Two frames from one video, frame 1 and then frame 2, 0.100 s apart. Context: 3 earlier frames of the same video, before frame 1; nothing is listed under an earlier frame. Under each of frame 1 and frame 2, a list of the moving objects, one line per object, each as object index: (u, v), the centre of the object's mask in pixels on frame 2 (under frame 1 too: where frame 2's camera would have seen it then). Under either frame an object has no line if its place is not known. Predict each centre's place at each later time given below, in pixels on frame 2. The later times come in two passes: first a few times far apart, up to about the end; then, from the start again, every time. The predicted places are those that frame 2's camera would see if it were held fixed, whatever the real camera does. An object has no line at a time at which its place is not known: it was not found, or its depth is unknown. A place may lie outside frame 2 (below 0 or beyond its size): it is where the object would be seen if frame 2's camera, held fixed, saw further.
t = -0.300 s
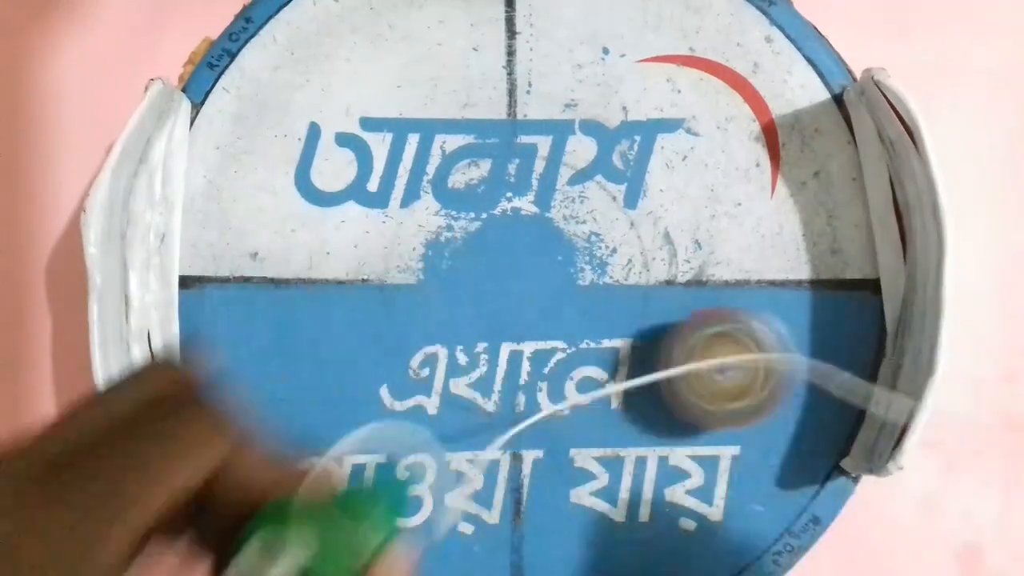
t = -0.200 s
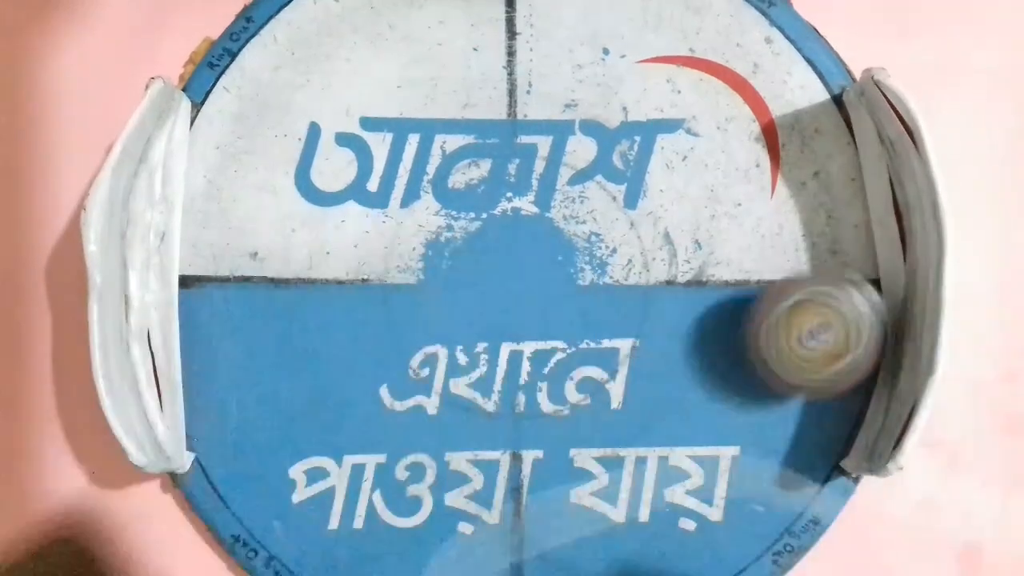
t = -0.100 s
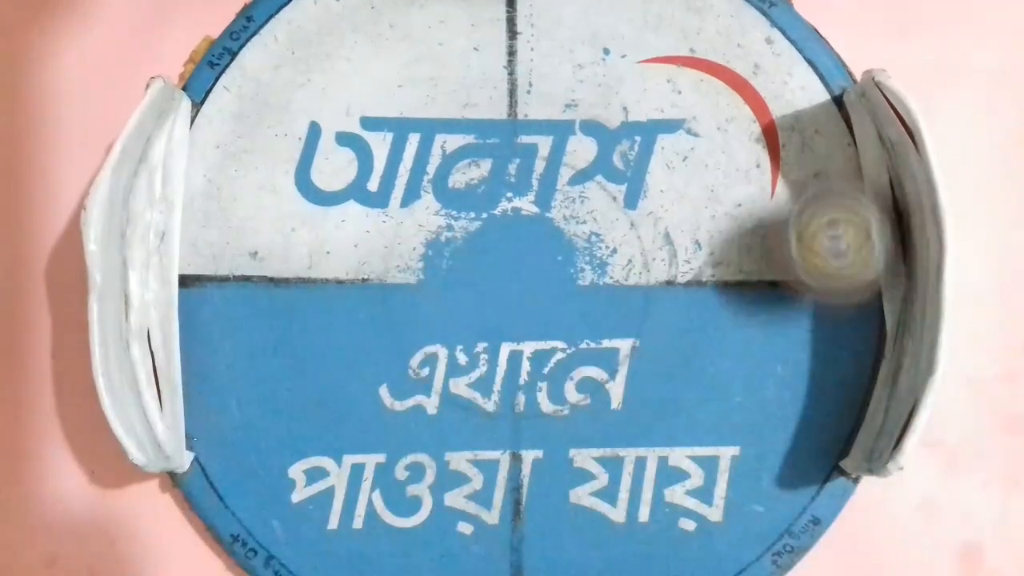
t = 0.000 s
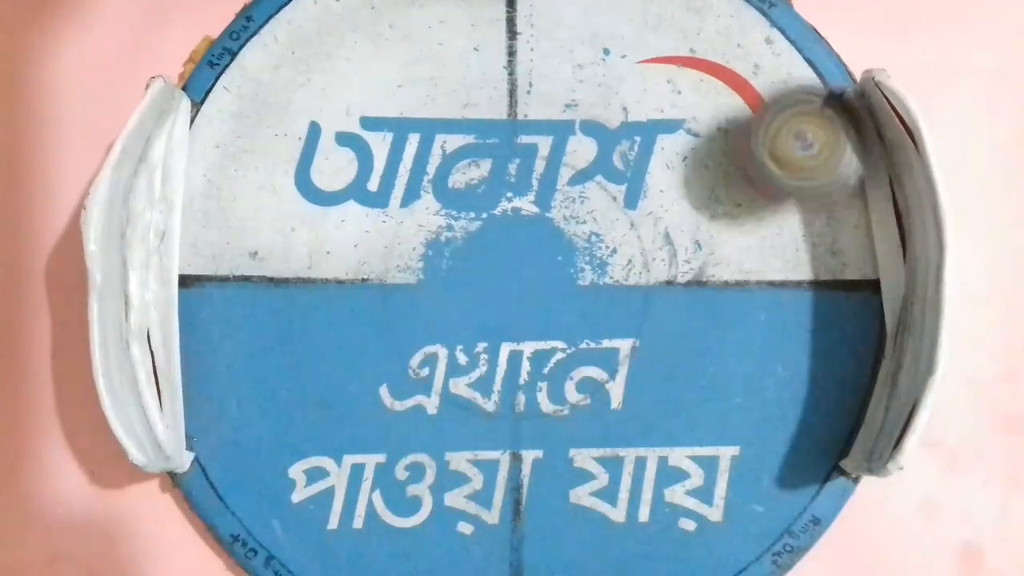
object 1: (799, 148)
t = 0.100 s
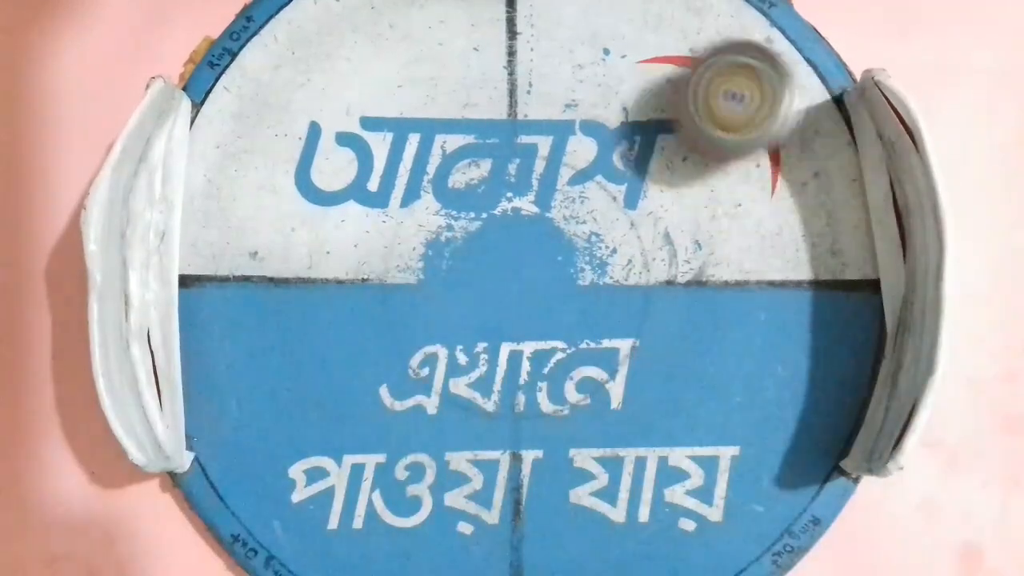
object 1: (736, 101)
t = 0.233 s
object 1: (628, 112)
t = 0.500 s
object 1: (399, 346)
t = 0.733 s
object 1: (557, 542)
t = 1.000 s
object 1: (718, 433)
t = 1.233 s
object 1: (685, 276)
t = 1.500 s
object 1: (401, 197)
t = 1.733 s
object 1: (303, 408)
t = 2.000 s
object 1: (418, 510)
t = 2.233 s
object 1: (540, 462)
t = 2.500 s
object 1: (566, 227)
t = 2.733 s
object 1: (387, 174)
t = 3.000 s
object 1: (330, 292)
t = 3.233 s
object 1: (419, 356)
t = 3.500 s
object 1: (537, 321)
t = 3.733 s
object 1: (563, 210)
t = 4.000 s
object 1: (478, 179)
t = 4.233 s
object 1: (455, 262)
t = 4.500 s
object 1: (532, 315)
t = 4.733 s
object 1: (593, 274)
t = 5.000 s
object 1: (543, 221)
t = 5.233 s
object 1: (497, 275)
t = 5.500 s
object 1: (519, 338)
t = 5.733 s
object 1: (561, 326)
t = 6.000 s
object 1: (538, 281)
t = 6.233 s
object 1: (483, 297)
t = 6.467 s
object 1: (477, 329)
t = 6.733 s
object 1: (501, 323)
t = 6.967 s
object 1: (494, 293)
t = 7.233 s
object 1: (470, 276)
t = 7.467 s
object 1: (467, 280)
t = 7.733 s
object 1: (483, 273)
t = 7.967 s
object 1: (493, 250)
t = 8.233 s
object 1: (494, 245)
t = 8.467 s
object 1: (509, 249)
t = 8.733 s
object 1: (527, 246)
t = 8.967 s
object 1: (529, 250)
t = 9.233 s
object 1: (540, 269)
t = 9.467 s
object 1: (546, 276)
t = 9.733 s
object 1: (541, 286)
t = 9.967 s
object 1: (529, 300)
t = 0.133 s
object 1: (709, 98)
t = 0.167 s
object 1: (682, 97)
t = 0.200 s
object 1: (655, 102)
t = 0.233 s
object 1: (628, 112)
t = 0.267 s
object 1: (597, 120)
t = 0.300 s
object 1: (557, 134)
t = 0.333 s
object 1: (516, 155)
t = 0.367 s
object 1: (479, 183)
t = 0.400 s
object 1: (451, 213)
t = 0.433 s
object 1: (425, 256)
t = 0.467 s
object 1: (405, 303)
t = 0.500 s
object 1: (399, 346)
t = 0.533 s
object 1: (399, 392)
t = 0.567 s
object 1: (412, 436)
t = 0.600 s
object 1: (433, 480)
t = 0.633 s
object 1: (466, 518)
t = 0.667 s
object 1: (495, 533)
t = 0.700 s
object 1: (522, 541)
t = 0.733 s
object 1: (557, 542)
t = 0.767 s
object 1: (587, 540)
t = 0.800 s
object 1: (622, 534)
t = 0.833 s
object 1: (646, 525)
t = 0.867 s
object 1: (670, 516)
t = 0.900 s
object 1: (689, 493)
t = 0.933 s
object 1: (701, 475)
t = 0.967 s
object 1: (711, 454)
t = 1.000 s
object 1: (718, 433)
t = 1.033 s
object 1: (722, 414)
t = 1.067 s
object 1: (723, 393)
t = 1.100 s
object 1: (722, 375)
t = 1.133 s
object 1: (717, 357)
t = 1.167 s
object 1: (709, 333)
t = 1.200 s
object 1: (700, 306)
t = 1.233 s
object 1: (685, 276)
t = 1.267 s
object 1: (662, 248)
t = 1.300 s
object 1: (631, 222)
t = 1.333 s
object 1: (597, 203)
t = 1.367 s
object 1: (559, 188)
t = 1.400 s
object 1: (512, 181)
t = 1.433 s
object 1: (470, 181)
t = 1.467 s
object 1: (437, 184)
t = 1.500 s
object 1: (401, 197)
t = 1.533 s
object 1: (361, 224)
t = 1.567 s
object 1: (336, 252)
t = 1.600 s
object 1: (314, 285)
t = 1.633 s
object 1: (300, 324)
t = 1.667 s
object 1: (296, 358)
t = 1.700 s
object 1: (297, 389)
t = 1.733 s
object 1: (303, 408)
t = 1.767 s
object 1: (311, 429)
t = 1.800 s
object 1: (322, 449)
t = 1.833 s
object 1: (336, 468)
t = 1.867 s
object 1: (350, 482)
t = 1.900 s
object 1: (370, 494)
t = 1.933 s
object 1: (385, 503)
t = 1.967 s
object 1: (402, 508)
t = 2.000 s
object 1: (418, 510)
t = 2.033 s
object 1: (433, 510)
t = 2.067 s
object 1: (452, 508)
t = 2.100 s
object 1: (470, 505)
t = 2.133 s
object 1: (490, 499)
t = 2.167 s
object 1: (507, 489)
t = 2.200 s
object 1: (524, 476)
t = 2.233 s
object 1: (540, 462)
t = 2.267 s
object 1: (555, 442)
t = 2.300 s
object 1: (571, 417)
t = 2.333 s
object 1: (583, 389)
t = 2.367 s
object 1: (589, 358)
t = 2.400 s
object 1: (594, 324)
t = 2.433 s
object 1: (592, 290)
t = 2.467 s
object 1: (581, 256)
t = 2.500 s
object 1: (566, 227)
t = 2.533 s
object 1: (539, 199)
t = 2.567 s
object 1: (511, 179)
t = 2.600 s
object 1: (480, 168)
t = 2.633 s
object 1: (452, 164)
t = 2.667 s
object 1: (424, 164)
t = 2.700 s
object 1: (403, 167)
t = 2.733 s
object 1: (387, 174)
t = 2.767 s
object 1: (370, 184)
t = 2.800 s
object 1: (358, 195)
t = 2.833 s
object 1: (346, 211)
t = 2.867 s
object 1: (336, 227)
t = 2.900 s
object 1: (331, 242)
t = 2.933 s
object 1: (328, 260)
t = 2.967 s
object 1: (327, 276)
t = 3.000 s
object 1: (330, 292)
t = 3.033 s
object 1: (336, 307)
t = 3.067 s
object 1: (346, 320)
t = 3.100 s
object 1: (358, 330)
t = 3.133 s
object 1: (371, 339)
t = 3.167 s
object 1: (385, 346)
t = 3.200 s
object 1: (401, 352)
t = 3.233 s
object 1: (419, 356)
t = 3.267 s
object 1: (436, 359)
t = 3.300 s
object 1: (454, 359)
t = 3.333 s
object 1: (470, 358)
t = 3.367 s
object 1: (485, 355)
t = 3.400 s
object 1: (502, 350)
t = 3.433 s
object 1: (516, 342)
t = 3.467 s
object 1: (527, 334)
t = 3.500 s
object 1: (537, 321)
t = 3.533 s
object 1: (547, 301)
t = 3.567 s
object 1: (558, 283)
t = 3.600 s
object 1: (565, 264)
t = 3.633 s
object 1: (571, 248)
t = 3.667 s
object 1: (572, 235)
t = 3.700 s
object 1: (568, 222)
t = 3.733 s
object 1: (563, 210)
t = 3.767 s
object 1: (556, 198)
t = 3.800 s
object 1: (548, 187)
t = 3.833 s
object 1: (537, 178)
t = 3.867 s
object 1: (527, 173)
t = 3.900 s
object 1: (513, 170)
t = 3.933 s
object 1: (501, 170)
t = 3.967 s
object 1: (489, 173)
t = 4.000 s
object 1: (478, 179)
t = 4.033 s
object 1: (468, 189)
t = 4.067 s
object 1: (462, 200)
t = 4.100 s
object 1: (452, 213)
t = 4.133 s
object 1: (452, 225)
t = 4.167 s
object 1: (450, 238)
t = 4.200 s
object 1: (453, 250)
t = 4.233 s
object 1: (455, 262)
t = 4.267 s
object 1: (461, 274)
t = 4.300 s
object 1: (467, 284)
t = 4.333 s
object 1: (476, 293)
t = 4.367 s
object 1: (485, 300)
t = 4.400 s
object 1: (496, 306)
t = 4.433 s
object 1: (508, 311)
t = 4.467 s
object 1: (519, 314)
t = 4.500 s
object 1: (532, 315)
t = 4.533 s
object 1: (545, 313)
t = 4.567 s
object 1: (555, 310)
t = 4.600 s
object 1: (565, 305)
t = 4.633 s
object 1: (575, 299)
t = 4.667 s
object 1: (583, 292)
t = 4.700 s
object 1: (589, 284)
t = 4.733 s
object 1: (593, 274)
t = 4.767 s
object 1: (595, 264)
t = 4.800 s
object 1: (594, 254)
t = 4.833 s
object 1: (590, 244)
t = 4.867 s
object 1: (584, 235)
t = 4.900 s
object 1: (575, 228)
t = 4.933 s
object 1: (565, 223)
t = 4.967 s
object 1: (554, 221)
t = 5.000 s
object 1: (543, 221)
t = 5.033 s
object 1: (531, 224)
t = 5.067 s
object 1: (521, 229)
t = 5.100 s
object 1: (513, 236)
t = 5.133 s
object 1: (507, 244)
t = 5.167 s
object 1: (502, 254)
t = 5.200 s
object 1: (499, 264)
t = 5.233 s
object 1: (497, 275)
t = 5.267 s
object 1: (495, 285)
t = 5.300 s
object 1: (494, 295)
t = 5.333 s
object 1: (495, 304)
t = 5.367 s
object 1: (498, 313)
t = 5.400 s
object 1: (502, 321)
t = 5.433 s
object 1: (507, 329)
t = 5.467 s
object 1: (513, 334)
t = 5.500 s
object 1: (519, 338)
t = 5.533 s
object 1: (526, 341)
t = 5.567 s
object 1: (533, 342)
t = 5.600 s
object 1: (540, 341)
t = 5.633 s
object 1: (546, 339)
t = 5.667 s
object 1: (552, 335)
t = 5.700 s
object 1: (558, 331)
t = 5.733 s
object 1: (561, 326)
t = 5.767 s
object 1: (564, 320)
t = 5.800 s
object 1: (565, 314)
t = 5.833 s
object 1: (564, 309)
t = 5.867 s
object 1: (562, 303)
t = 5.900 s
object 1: (558, 295)
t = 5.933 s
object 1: (553, 289)
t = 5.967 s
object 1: (546, 284)
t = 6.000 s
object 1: (538, 281)
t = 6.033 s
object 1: (530, 280)
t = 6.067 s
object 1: (523, 281)
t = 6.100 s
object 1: (514, 284)
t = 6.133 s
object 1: (504, 288)
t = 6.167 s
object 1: (496, 291)
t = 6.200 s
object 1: (489, 293)
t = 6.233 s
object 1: (483, 297)
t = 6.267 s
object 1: (478, 302)
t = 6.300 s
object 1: (475, 307)
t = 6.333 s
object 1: (473, 313)
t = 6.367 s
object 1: (472, 318)
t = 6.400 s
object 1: (472, 323)
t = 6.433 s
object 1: (474, 327)
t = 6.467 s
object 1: (477, 329)
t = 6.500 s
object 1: (480, 331)
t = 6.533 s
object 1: (483, 332)
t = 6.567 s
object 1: (487, 334)
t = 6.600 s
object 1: (491, 333)
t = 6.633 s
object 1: (493, 332)
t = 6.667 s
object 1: (497, 330)
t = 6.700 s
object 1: (499, 327)
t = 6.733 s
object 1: (501, 323)
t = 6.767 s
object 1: (503, 319)
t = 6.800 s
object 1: (504, 315)
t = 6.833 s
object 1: (503, 310)
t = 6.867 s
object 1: (502, 307)
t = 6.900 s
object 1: (501, 302)
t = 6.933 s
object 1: (498, 297)
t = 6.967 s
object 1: (494, 293)
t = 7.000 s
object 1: (492, 290)
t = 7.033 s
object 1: (488, 285)
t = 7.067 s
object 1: (484, 282)
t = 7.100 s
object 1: (480, 280)
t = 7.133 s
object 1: (477, 277)
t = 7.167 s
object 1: (474, 277)
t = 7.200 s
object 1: (472, 277)
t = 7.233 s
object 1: (470, 276)
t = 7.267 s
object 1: (468, 277)
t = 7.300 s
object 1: (468, 278)
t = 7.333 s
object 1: (466, 278)
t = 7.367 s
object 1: (466, 279)
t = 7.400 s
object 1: (467, 279)
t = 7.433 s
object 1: (466, 279)
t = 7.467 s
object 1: (467, 280)
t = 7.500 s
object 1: (468, 280)
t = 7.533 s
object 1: (469, 280)
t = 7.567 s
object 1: (471, 280)
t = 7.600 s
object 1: (473, 279)
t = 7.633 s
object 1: (475, 279)
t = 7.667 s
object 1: (479, 277)
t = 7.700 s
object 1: (480, 275)
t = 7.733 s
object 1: (483, 273)
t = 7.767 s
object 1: (486, 269)
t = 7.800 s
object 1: (487, 266)
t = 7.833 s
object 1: (490, 262)
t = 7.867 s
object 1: (491, 259)
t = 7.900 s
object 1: (492, 255)
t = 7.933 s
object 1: (493, 252)
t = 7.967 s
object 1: (493, 250)
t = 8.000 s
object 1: (494, 247)
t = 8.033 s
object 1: (493, 245)
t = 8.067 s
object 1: (494, 245)
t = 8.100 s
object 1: (493, 244)
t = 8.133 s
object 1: (493, 244)
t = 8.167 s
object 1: (493, 243)
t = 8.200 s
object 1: (493, 244)
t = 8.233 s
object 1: (494, 245)
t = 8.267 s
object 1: (494, 246)
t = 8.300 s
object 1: (497, 247)
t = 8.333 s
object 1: (498, 247)
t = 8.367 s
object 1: (500, 249)
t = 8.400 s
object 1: (503, 249)
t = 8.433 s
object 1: (506, 249)
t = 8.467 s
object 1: (509, 249)
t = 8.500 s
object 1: (511, 249)
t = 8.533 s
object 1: (515, 248)
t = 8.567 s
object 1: (517, 248)
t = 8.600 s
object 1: (520, 248)
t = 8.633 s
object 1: (523, 247)
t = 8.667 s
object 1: (525, 247)
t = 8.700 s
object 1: (526, 246)
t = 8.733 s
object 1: (527, 246)
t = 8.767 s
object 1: (527, 246)
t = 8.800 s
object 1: (528, 246)
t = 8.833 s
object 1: (529, 246)
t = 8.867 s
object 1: (528, 247)
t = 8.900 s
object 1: (529, 247)
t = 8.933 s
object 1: (529, 249)
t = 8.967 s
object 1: (529, 250)
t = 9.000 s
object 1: (530, 253)
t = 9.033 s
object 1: (532, 254)
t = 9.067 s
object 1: (533, 257)
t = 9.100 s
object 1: (534, 259)
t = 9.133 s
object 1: (535, 262)
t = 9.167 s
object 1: (536, 264)
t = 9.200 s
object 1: (538, 267)
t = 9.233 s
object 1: (540, 269)
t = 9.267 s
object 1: (542, 271)
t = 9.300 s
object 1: (543, 272)
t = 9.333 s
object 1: (544, 273)
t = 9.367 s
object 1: (544, 274)
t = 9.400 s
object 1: (546, 275)
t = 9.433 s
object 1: (546, 276)
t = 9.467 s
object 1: (546, 276)
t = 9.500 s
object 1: (546, 277)
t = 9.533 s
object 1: (546, 278)
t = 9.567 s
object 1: (545, 279)
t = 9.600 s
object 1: (545, 280)
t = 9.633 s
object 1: (544, 282)
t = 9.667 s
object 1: (544, 283)
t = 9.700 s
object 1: (543, 285)
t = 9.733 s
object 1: (541, 286)
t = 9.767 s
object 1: (541, 287)
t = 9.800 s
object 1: (539, 289)
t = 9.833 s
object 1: (538, 291)
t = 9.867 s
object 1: (535, 294)
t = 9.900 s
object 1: (534, 295)
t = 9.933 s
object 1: (531, 299)
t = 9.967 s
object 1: (529, 300)
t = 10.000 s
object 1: (528, 303)
